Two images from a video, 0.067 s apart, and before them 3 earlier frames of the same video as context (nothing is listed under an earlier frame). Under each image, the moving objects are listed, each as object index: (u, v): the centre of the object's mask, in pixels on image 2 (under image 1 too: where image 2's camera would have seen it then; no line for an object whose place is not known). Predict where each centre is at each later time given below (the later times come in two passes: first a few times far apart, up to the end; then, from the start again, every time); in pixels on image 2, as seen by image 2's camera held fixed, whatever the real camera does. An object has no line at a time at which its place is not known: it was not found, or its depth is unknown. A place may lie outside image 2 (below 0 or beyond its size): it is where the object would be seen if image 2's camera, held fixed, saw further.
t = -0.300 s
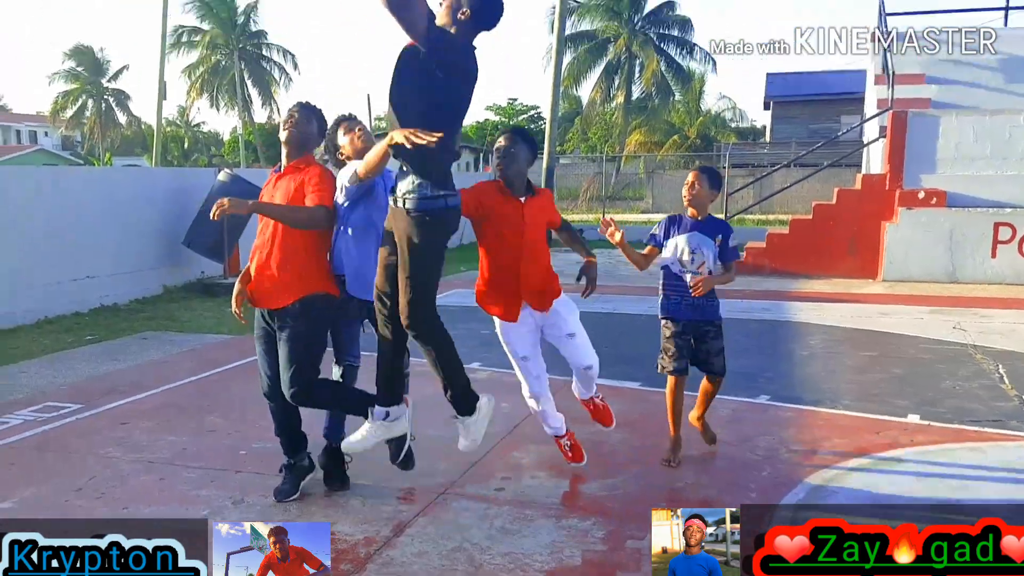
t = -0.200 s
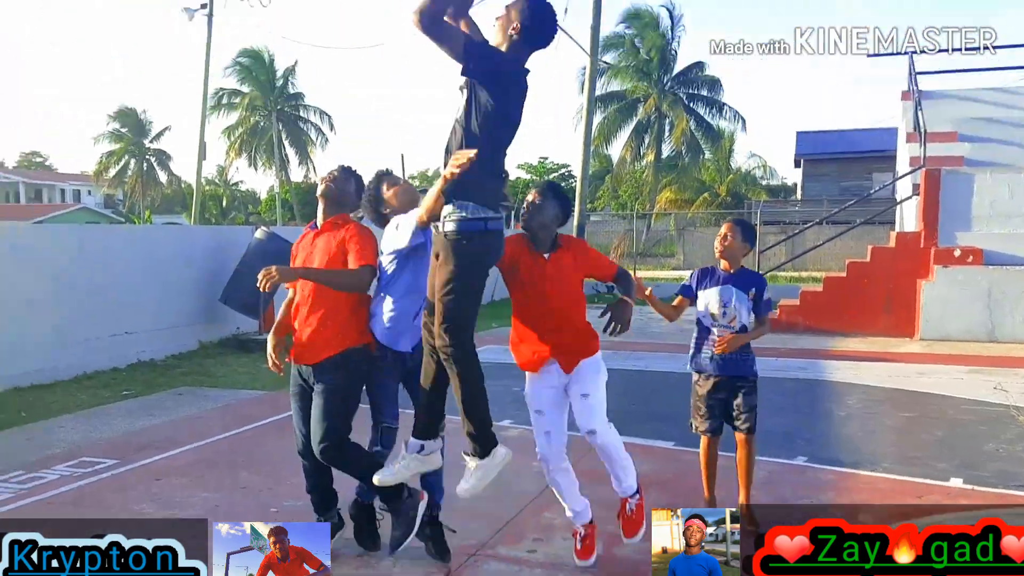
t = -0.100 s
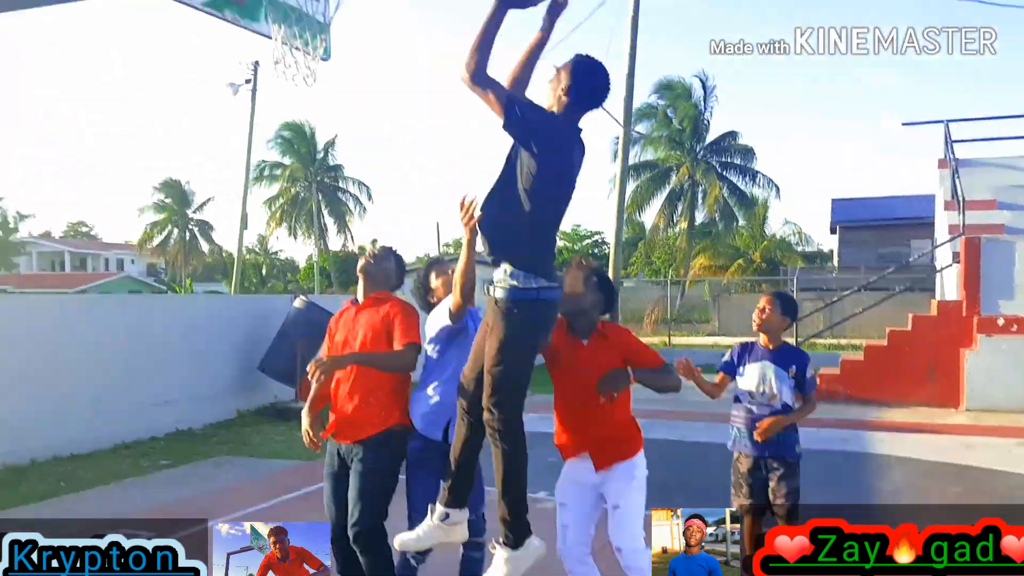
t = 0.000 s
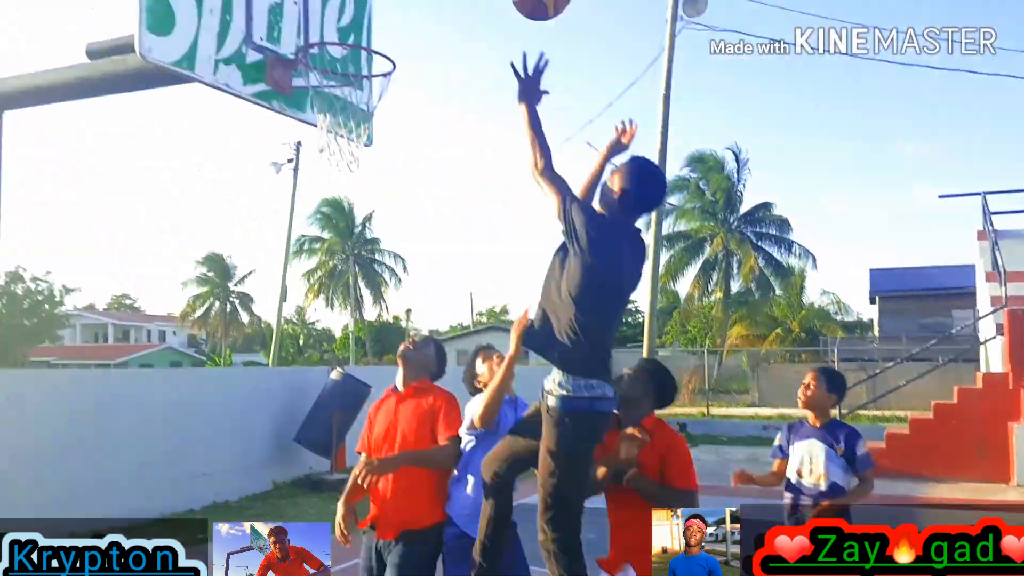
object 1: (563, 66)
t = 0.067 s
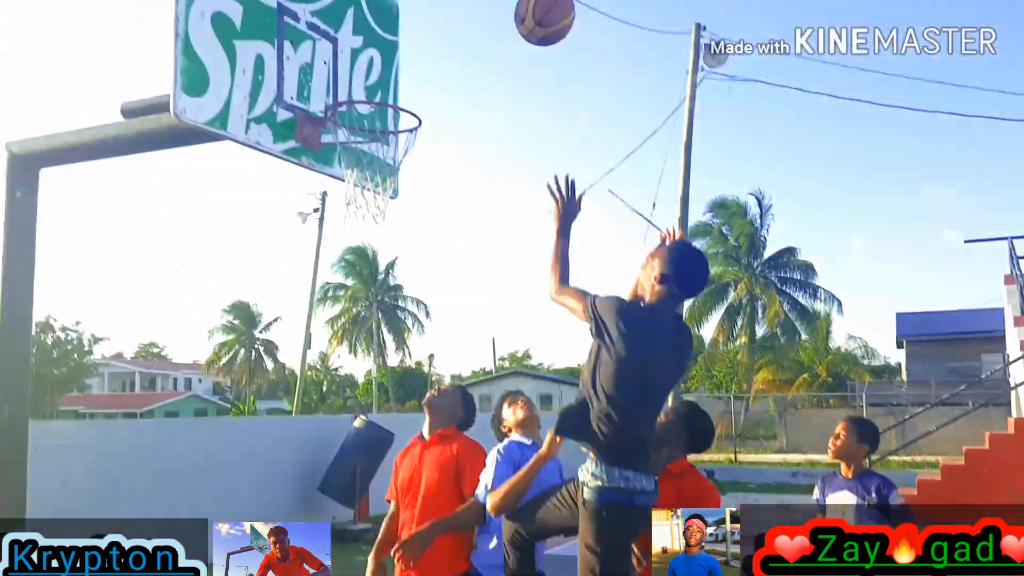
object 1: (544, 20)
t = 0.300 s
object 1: (481, 4)
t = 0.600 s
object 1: (438, 126)
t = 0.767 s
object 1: (487, 228)
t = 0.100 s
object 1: (534, 6)
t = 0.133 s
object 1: (525, 0)
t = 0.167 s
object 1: (515, -4)
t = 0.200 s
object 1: (507, -5)
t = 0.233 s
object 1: (498, -4)
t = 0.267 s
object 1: (489, -1)
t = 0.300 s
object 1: (481, 4)
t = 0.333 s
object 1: (472, 12)
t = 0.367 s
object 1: (465, 21)
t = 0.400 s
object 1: (457, 33)
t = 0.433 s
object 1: (450, 46)
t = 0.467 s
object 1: (443, 62)
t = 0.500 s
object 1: (436, 79)
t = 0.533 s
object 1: (429, 98)
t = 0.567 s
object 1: (429, 114)
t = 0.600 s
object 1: (438, 126)
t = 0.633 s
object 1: (447, 141)
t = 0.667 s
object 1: (456, 159)
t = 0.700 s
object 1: (466, 180)
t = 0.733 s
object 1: (476, 203)
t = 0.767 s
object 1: (487, 228)
